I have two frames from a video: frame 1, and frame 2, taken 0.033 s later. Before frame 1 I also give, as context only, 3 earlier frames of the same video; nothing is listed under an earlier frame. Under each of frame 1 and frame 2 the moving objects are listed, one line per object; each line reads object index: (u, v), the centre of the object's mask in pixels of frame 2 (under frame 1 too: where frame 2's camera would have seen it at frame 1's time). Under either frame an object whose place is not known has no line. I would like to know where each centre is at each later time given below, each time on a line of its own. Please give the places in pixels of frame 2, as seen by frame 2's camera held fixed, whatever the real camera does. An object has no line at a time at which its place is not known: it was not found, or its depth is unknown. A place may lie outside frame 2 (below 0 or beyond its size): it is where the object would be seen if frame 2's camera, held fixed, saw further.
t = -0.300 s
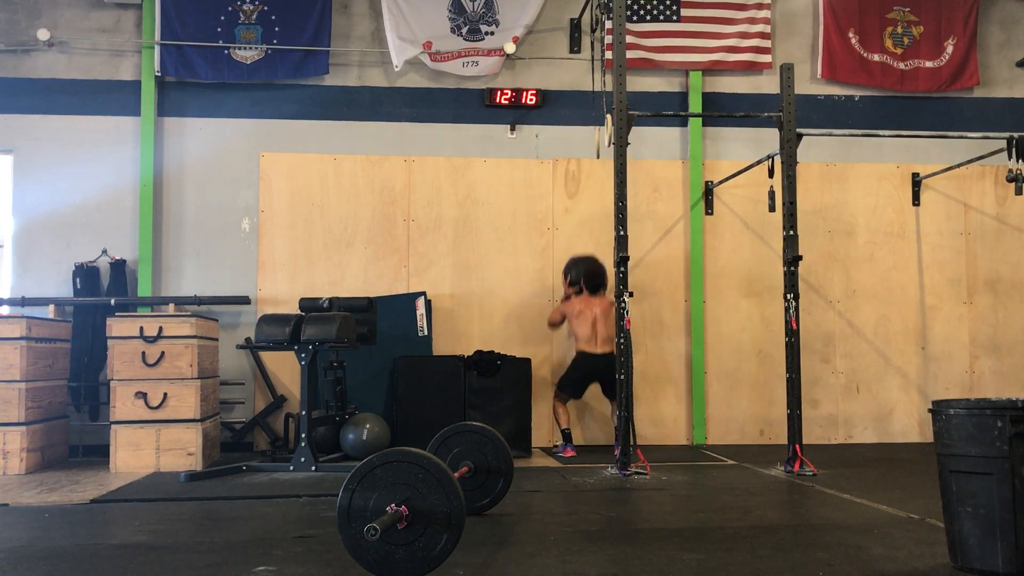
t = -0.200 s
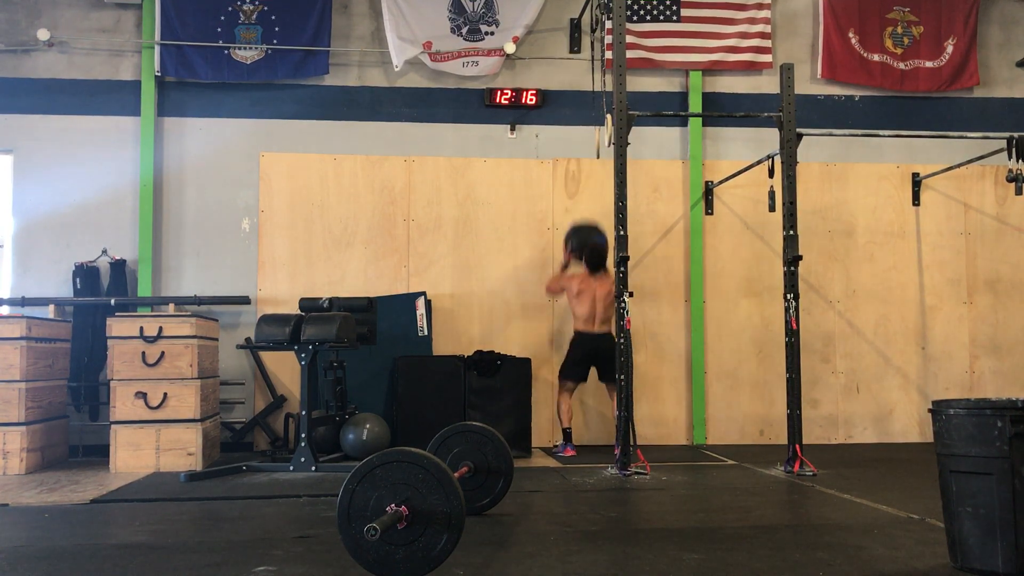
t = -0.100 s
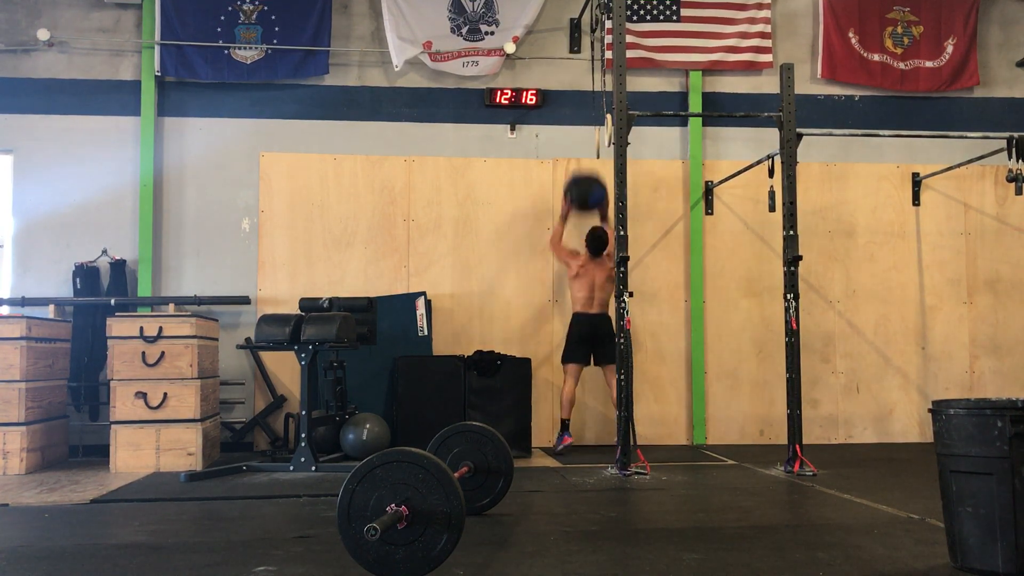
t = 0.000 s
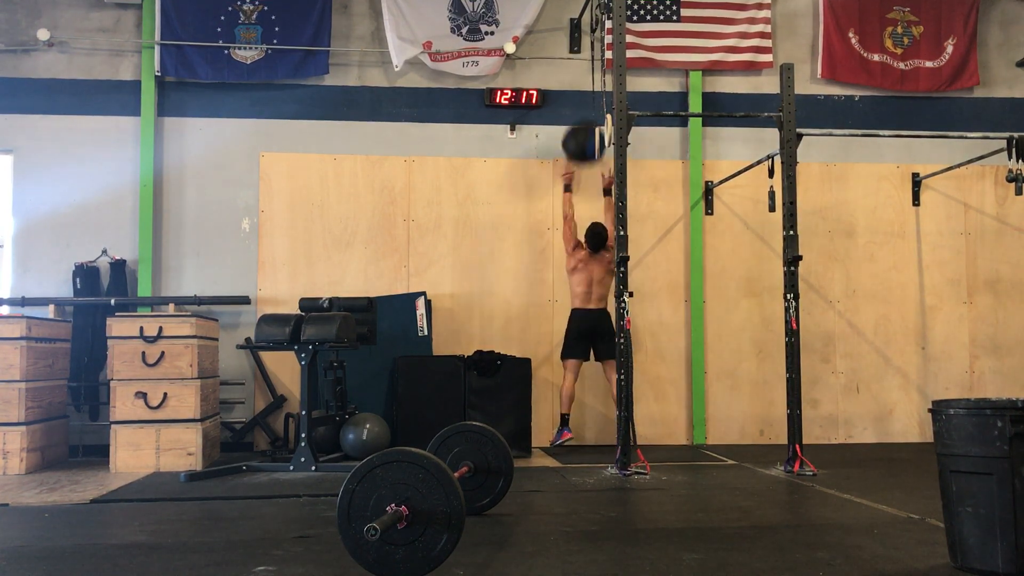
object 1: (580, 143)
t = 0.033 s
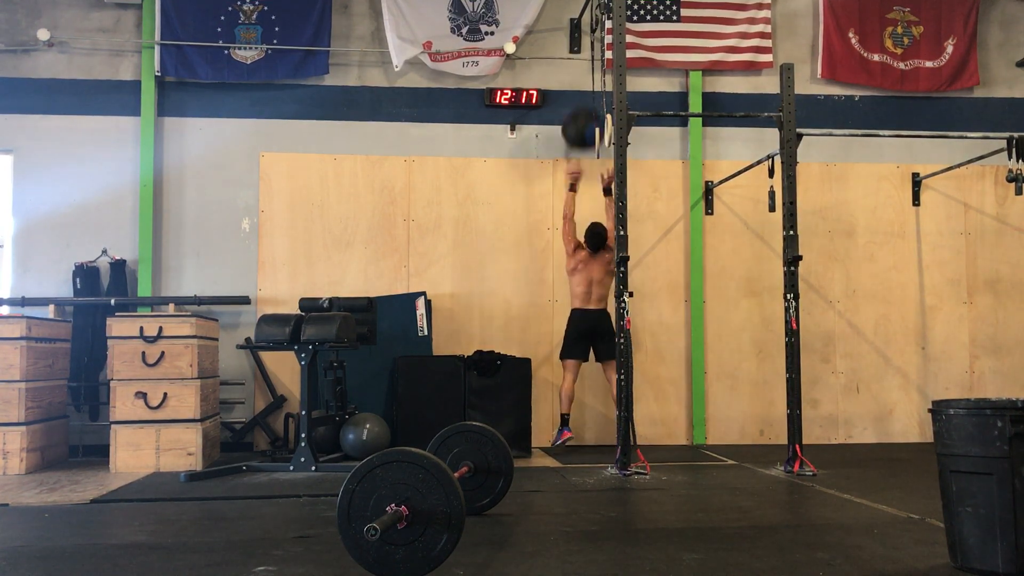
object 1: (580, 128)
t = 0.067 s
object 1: (582, 116)
